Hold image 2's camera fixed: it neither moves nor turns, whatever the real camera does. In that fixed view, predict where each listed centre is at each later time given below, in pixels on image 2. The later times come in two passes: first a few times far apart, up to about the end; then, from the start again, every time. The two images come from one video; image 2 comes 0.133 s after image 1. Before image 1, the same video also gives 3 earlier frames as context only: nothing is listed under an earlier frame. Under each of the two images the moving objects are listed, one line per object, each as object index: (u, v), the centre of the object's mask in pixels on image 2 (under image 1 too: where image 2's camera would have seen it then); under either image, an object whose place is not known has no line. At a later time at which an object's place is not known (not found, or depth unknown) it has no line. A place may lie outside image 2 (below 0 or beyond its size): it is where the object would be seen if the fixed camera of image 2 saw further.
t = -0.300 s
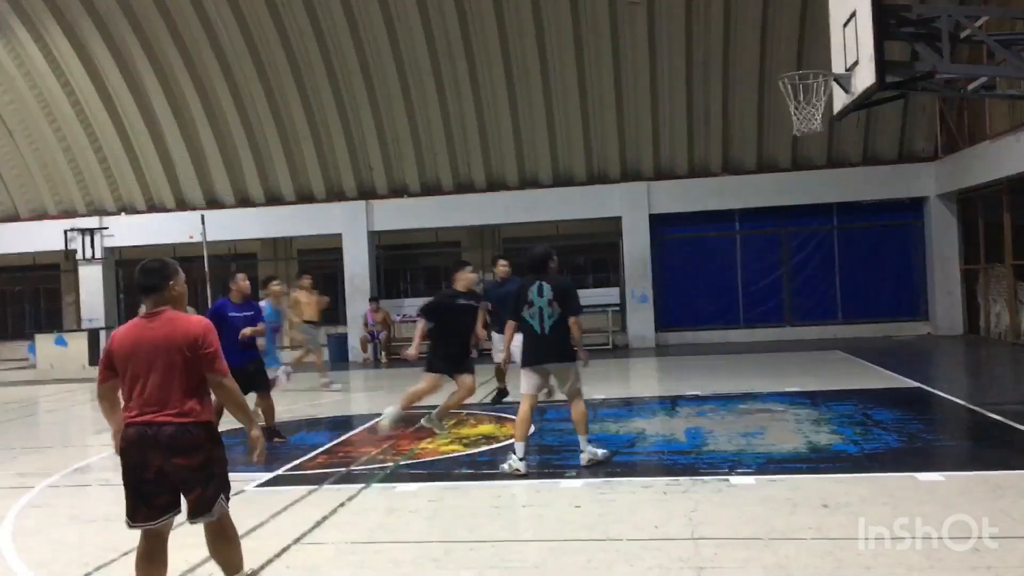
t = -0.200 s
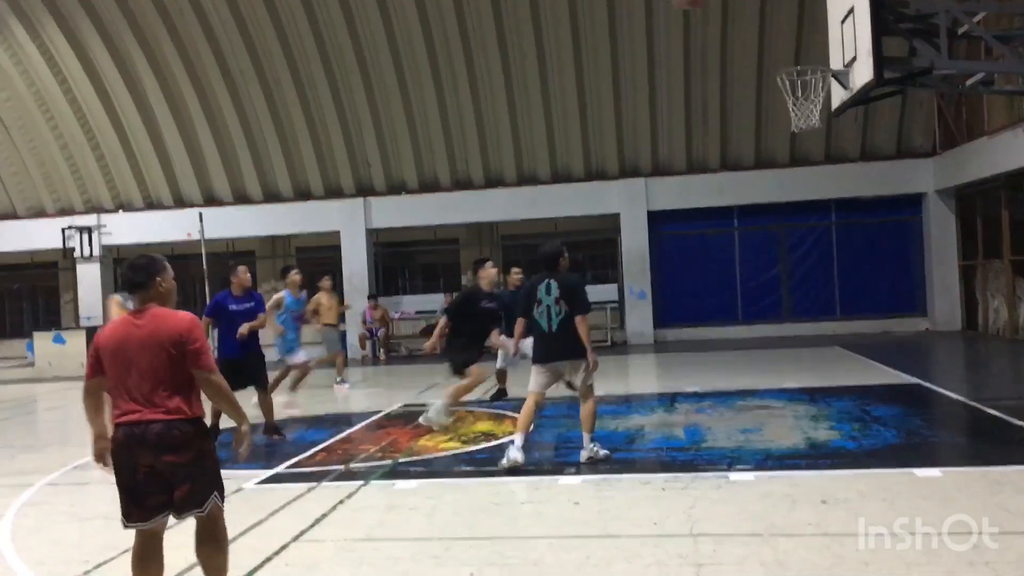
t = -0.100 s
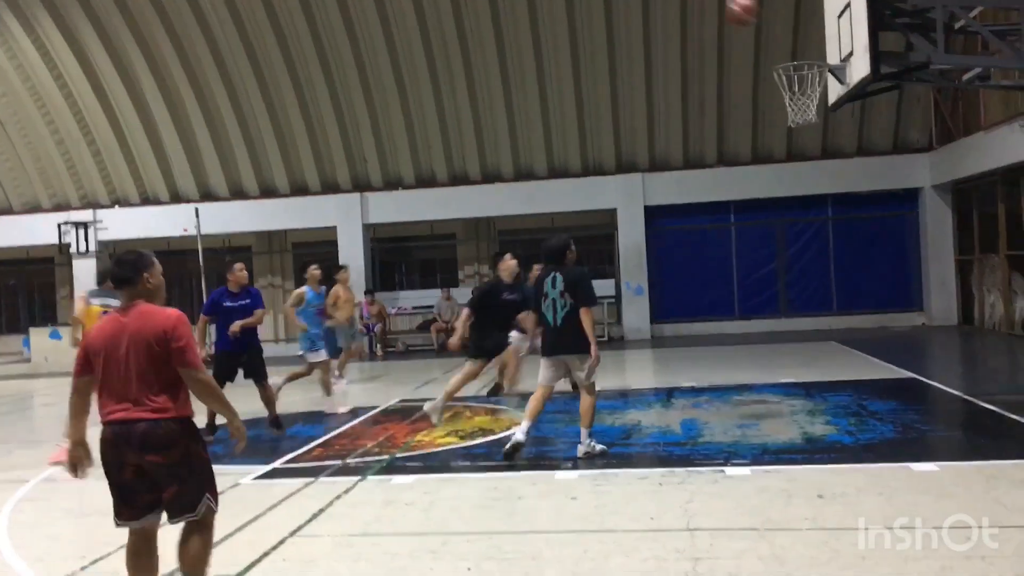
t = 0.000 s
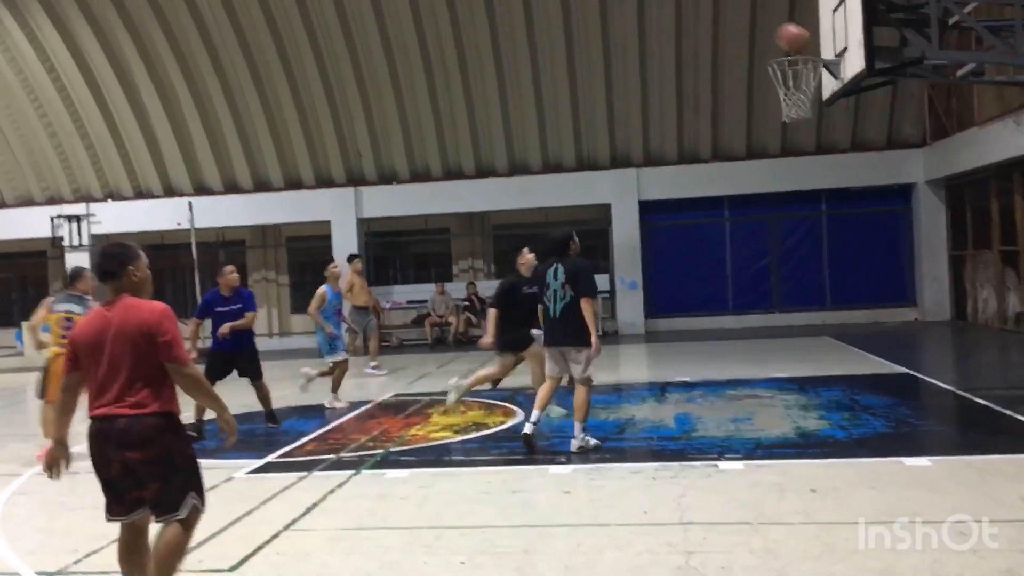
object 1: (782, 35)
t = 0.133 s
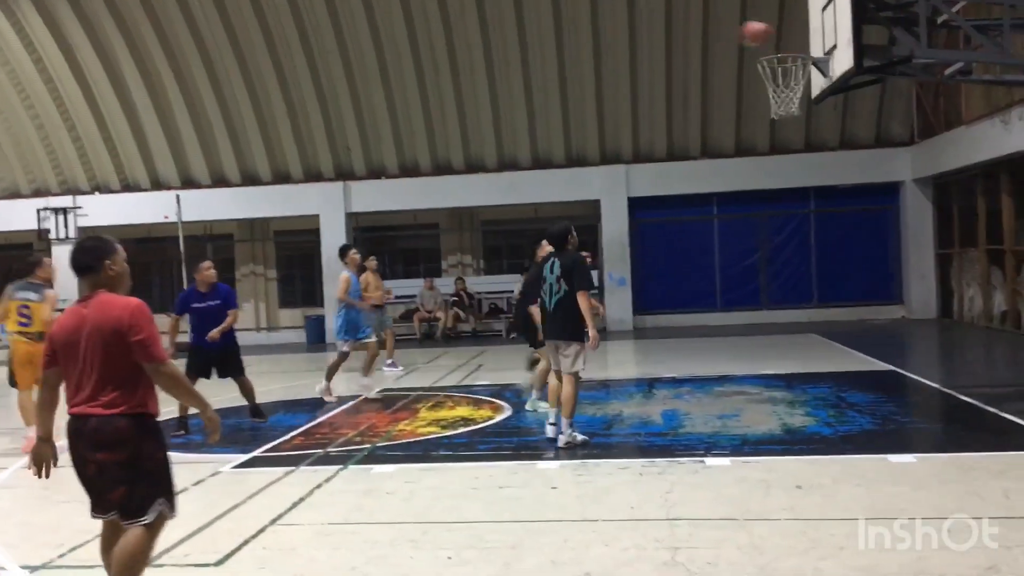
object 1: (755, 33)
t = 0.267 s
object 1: (691, 27)
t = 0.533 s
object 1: (578, 69)
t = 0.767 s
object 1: (496, 155)
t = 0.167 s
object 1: (737, 29)
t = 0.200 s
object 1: (722, 28)
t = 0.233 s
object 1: (707, 27)
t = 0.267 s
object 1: (691, 27)
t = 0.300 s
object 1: (675, 29)
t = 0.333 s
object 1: (660, 31)
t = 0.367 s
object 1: (646, 35)
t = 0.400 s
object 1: (632, 40)
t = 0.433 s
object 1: (617, 46)
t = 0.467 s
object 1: (604, 52)
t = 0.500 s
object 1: (591, 60)
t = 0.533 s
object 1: (578, 69)
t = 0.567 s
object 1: (566, 78)
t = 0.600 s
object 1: (553, 88)
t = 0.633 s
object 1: (541, 100)
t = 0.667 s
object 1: (530, 113)
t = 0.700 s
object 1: (519, 125)
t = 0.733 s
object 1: (507, 139)
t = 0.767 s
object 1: (496, 155)
